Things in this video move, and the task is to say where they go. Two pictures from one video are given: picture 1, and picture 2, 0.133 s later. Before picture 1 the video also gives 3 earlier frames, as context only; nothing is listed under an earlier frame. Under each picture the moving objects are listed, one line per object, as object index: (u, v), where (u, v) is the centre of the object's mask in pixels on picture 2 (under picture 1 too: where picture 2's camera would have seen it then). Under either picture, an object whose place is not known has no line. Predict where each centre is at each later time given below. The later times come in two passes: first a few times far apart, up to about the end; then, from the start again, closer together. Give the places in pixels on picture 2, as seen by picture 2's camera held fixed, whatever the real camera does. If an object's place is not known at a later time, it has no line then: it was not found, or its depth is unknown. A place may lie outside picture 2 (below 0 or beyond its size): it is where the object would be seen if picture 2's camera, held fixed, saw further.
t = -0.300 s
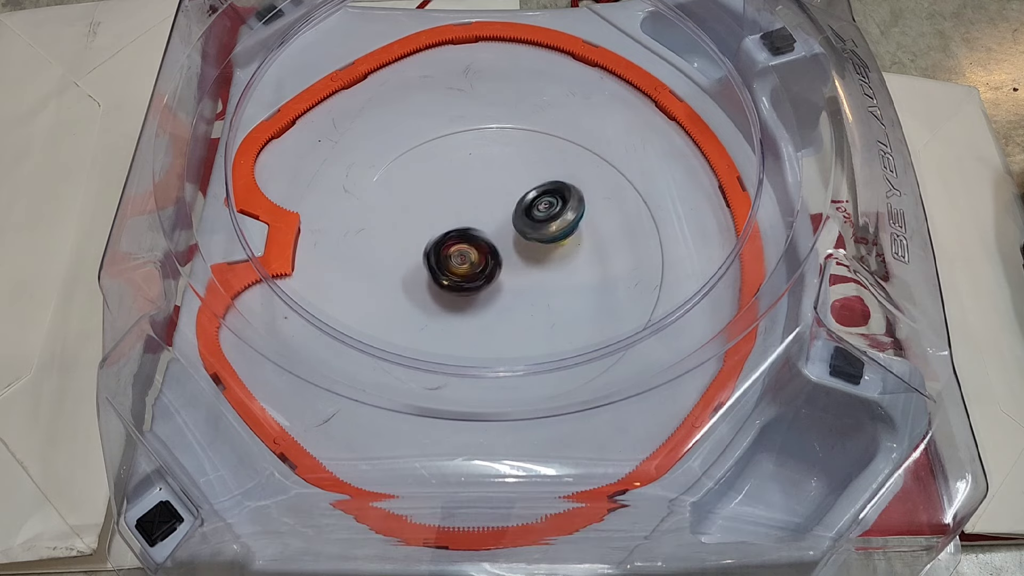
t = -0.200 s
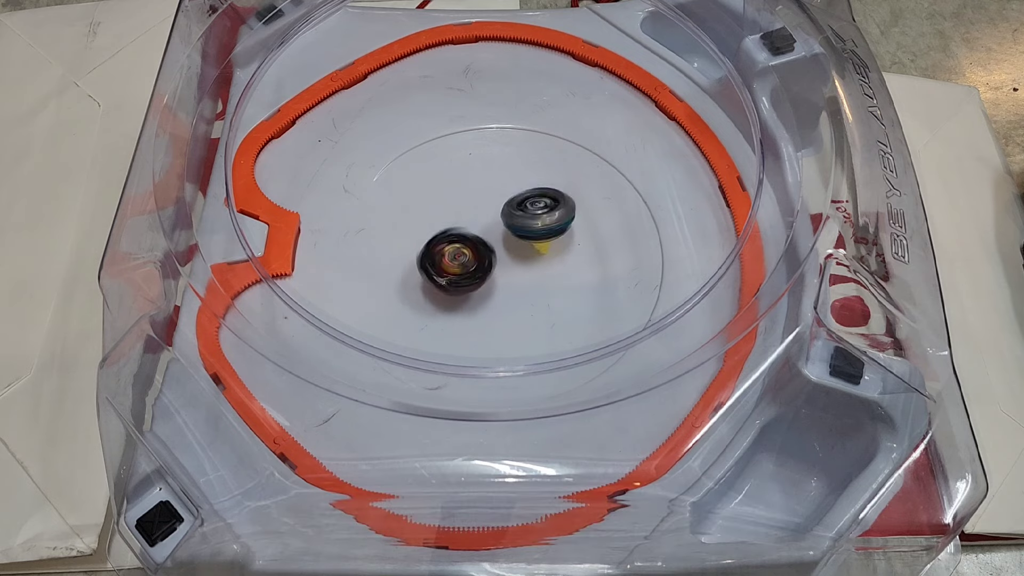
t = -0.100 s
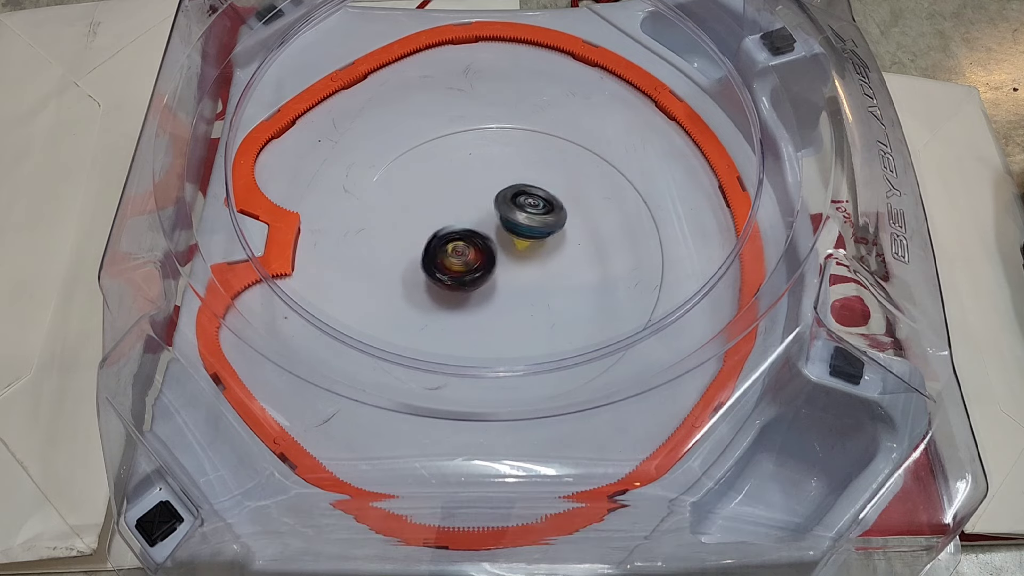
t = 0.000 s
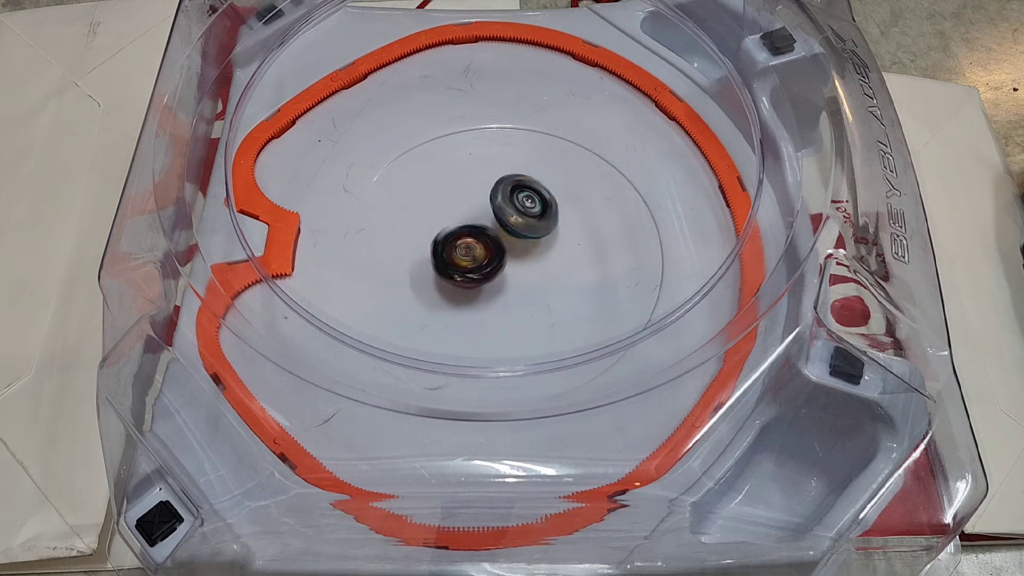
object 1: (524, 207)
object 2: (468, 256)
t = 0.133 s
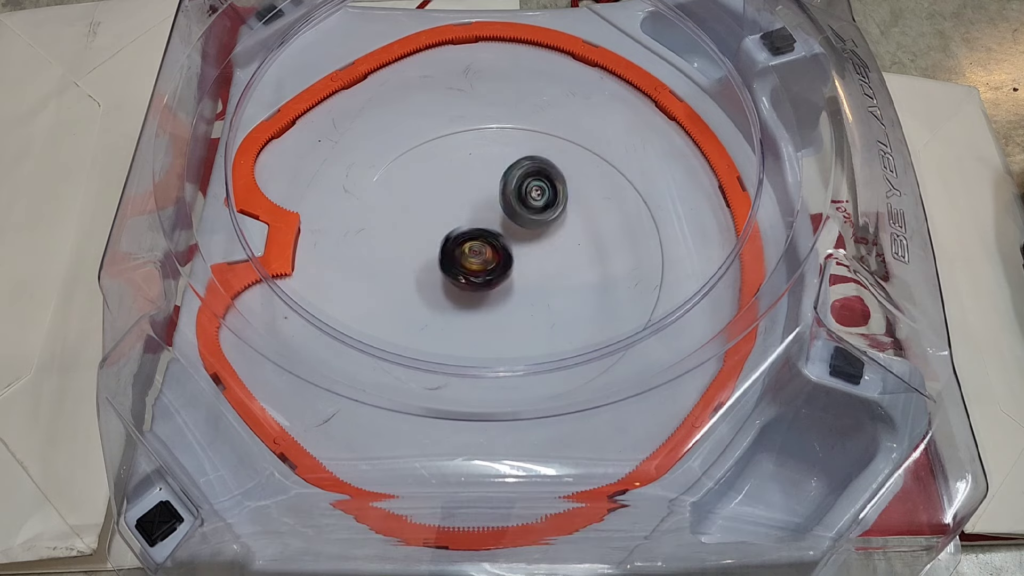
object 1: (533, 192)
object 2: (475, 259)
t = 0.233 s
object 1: (532, 198)
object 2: (480, 260)
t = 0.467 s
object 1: (540, 193)
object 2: (469, 288)
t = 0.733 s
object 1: (514, 205)
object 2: (450, 316)
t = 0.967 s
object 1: (496, 231)
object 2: (474, 282)
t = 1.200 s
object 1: (522, 155)
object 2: (462, 329)
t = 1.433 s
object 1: (494, 177)
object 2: (466, 298)
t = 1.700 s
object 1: (500, 246)
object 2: (444, 277)
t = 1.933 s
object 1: (519, 269)
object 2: (458, 302)
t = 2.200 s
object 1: (516, 226)
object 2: (463, 275)
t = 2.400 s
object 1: (514, 221)
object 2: (463, 270)
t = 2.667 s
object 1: (514, 217)
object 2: (470, 271)
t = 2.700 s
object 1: (515, 214)
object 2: (469, 271)
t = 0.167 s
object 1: (534, 193)
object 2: (476, 259)
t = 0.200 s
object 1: (534, 196)
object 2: (477, 260)
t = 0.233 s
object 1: (532, 198)
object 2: (480, 260)
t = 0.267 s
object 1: (529, 204)
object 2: (483, 259)
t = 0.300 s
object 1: (526, 206)
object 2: (486, 259)
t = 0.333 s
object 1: (524, 209)
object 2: (489, 258)
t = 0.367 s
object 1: (526, 211)
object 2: (488, 260)
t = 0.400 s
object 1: (532, 202)
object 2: (482, 271)
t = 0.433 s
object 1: (537, 196)
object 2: (475, 280)
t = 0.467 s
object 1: (540, 193)
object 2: (469, 288)
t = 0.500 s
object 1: (540, 193)
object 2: (463, 296)
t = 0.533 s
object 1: (539, 195)
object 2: (458, 302)
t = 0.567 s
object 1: (537, 196)
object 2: (454, 307)
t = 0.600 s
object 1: (533, 196)
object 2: (451, 312)
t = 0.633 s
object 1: (530, 196)
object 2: (450, 314)
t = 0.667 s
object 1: (525, 200)
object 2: (448, 315)
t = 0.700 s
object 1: (520, 198)
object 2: (449, 316)
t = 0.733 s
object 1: (514, 205)
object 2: (450, 316)
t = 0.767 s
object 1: (510, 206)
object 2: (452, 314)
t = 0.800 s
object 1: (506, 210)
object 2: (455, 312)
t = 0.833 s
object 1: (503, 216)
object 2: (457, 308)
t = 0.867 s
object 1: (504, 220)
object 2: (461, 303)
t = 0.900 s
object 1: (502, 225)
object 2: (465, 297)
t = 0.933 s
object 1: (499, 231)
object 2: (469, 290)
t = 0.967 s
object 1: (496, 231)
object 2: (474, 282)
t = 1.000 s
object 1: (494, 229)
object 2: (477, 282)
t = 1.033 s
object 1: (500, 210)
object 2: (470, 299)
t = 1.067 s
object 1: (507, 192)
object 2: (466, 311)
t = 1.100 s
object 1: (514, 176)
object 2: (464, 318)
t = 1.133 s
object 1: (519, 162)
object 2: (462, 325)
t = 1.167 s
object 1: (522, 156)
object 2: (461, 328)
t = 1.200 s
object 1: (522, 155)
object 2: (462, 329)
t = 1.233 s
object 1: (522, 156)
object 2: (462, 329)
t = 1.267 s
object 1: (518, 155)
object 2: (462, 327)
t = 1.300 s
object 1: (515, 158)
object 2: (464, 323)
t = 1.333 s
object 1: (510, 163)
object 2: (465, 319)
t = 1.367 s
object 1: (506, 164)
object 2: (466, 314)
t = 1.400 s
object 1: (500, 173)
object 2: (465, 306)
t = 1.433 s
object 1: (494, 177)
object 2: (466, 298)
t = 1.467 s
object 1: (491, 182)
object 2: (465, 291)
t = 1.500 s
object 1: (487, 193)
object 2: (464, 283)
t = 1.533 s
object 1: (487, 204)
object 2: (461, 278)
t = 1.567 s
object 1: (491, 216)
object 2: (458, 274)
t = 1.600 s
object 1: (495, 224)
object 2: (455, 269)
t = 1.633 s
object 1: (497, 232)
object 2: (450, 271)
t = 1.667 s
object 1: (497, 241)
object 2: (448, 273)
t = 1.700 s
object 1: (500, 246)
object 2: (444, 277)
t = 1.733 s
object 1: (507, 246)
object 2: (438, 283)
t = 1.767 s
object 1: (515, 250)
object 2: (435, 290)
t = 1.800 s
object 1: (520, 255)
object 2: (434, 296)
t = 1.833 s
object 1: (525, 260)
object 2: (437, 301)
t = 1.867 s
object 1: (524, 263)
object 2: (443, 303)
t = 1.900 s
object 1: (522, 268)
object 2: (450, 304)
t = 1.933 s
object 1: (519, 269)
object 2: (458, 302)
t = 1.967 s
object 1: (516, 263)
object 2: (462, 301)
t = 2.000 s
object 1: (516, 254)
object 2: (464, 297)
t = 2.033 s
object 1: (517, 249)
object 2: (465, 291)
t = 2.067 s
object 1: (517, 243)
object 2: (466, 286)
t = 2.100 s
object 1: (517, 237)
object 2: (465, 281)
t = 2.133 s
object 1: (517, 231)
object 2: (464, 278)
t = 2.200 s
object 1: (516, 226)
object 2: (463, 275)
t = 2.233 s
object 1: (516, 226)
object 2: (463, 275)
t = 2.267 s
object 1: (515, 223)
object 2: (463, 273)
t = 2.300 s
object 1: (515, 222)
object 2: (463, 272)
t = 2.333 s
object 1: (515, 222)
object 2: (463, 271)
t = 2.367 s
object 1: (514, 221)
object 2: (464, 270)
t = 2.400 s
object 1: (514, 221)
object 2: (463, 270)
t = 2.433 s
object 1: (513, 220)
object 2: (463, 271)
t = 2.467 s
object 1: (513, 220)
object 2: (464, 271)
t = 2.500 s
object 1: (513, 218)
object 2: (464, 273)
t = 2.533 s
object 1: (513, 218)
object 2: (464, 273)
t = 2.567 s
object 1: (513, 218)
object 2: (467, 273)
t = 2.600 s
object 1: (513, 218)
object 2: (467, 273)
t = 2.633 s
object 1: (514, 217)
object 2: (470, 271)
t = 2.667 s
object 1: (514, 217)
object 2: (470, 271)
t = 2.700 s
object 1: (515, 214)
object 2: (469, 271)
